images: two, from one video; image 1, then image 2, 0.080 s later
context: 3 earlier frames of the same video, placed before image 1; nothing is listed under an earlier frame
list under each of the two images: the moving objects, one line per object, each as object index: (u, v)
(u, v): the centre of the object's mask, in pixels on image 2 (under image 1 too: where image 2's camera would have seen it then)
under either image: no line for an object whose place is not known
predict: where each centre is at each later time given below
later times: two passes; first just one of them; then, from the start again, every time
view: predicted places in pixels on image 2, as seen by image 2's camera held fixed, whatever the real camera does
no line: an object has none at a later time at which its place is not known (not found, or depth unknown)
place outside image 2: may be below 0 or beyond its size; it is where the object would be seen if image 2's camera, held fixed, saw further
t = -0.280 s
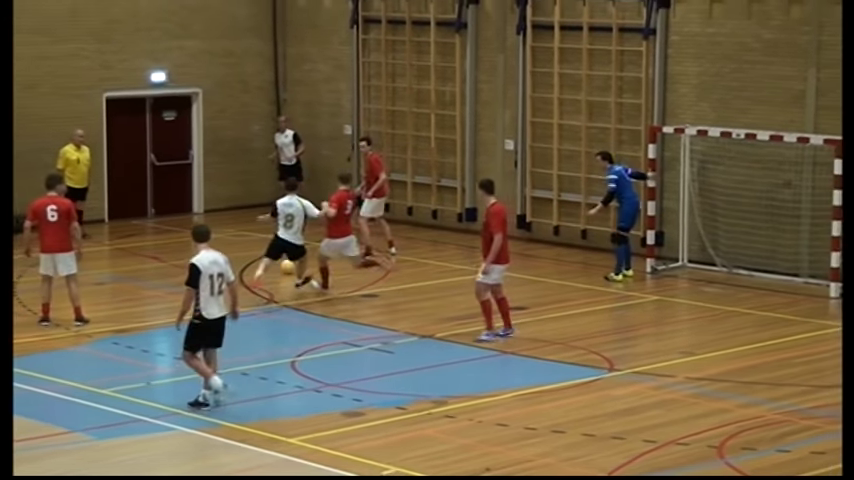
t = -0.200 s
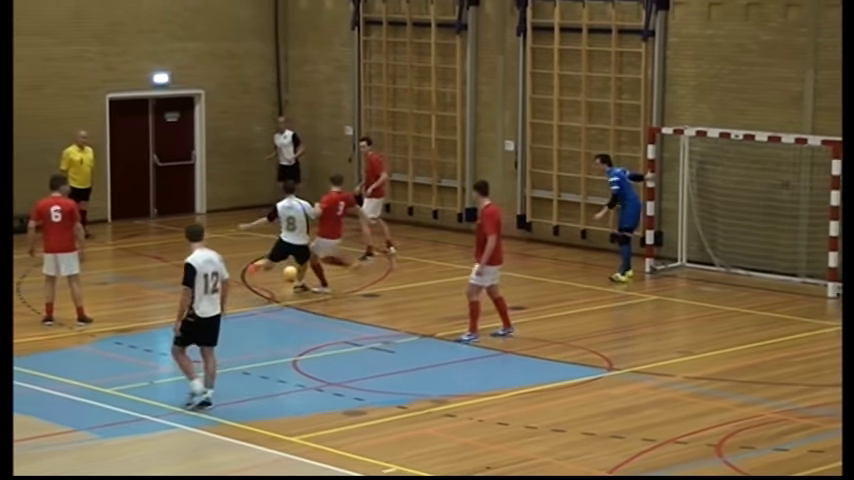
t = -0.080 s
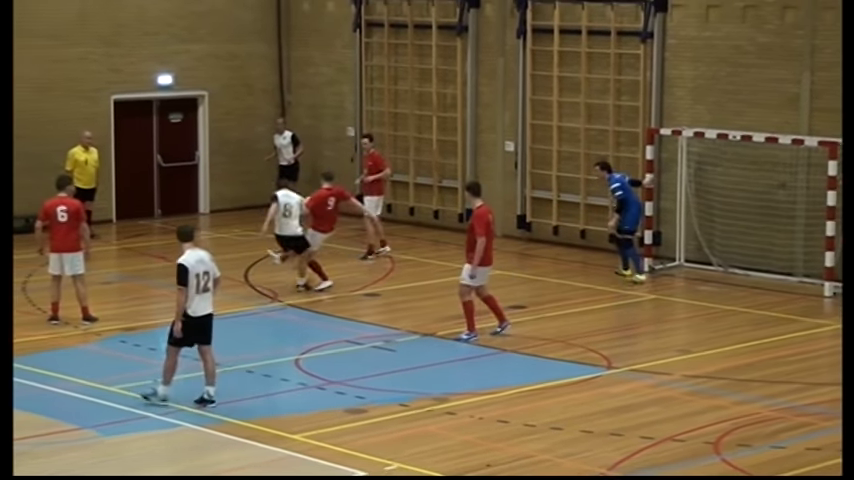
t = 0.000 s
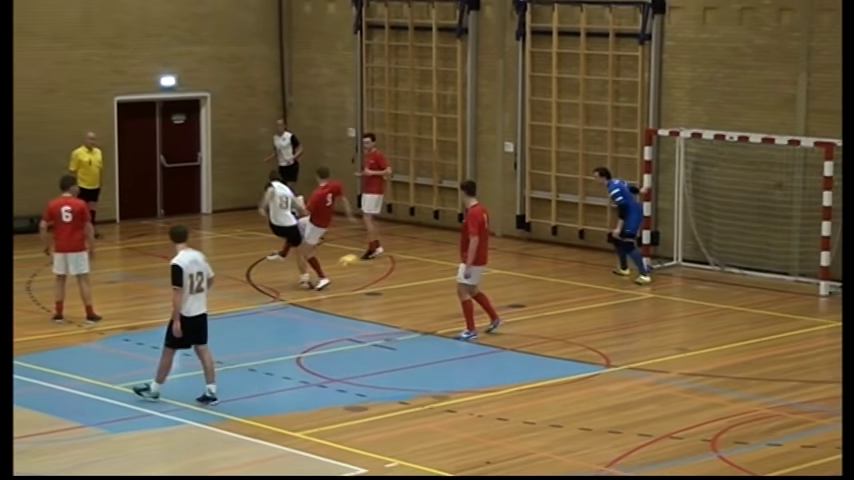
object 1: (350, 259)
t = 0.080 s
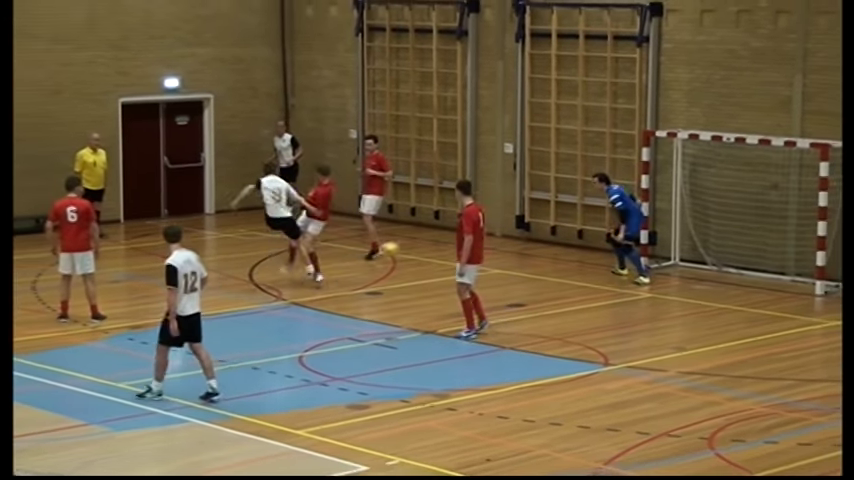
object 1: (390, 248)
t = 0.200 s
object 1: (445, 240)
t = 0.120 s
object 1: (410, 244)
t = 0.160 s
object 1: (429, 241)
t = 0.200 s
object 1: (445, 240)
